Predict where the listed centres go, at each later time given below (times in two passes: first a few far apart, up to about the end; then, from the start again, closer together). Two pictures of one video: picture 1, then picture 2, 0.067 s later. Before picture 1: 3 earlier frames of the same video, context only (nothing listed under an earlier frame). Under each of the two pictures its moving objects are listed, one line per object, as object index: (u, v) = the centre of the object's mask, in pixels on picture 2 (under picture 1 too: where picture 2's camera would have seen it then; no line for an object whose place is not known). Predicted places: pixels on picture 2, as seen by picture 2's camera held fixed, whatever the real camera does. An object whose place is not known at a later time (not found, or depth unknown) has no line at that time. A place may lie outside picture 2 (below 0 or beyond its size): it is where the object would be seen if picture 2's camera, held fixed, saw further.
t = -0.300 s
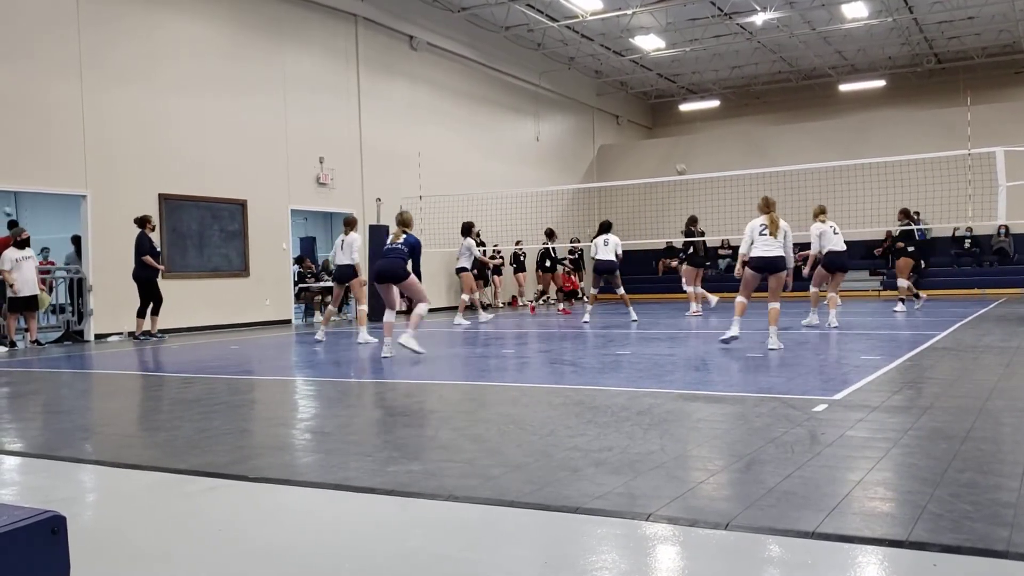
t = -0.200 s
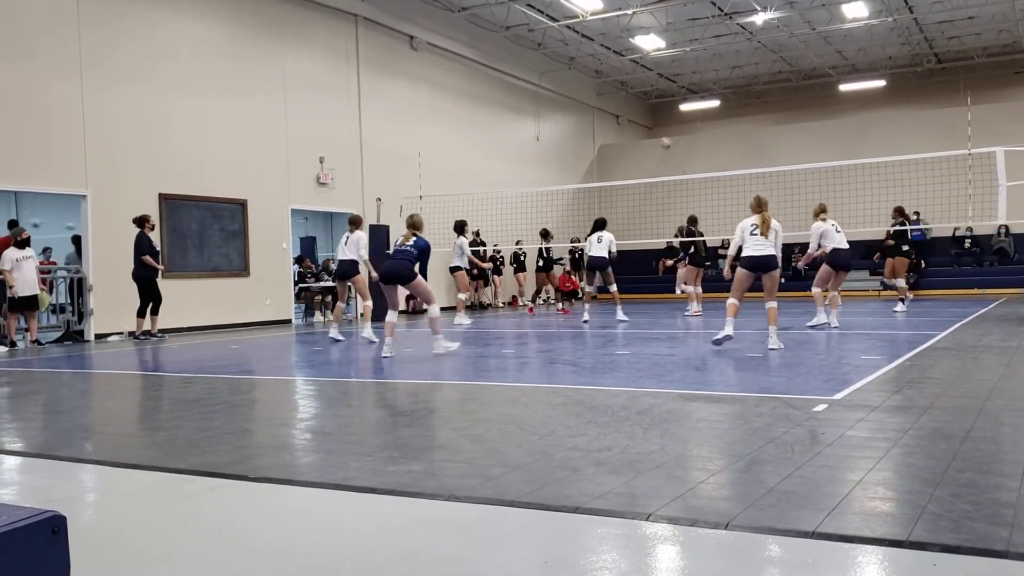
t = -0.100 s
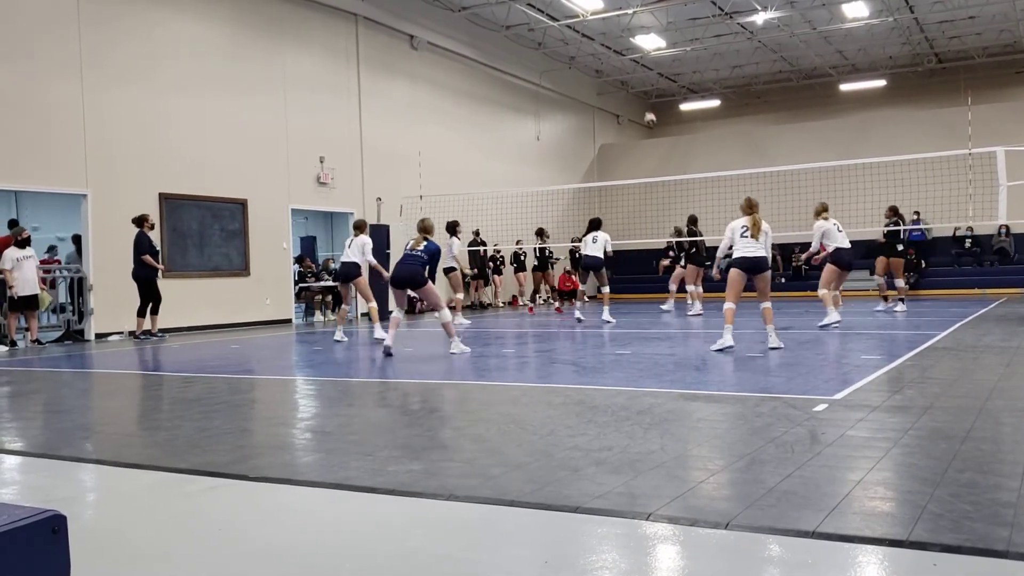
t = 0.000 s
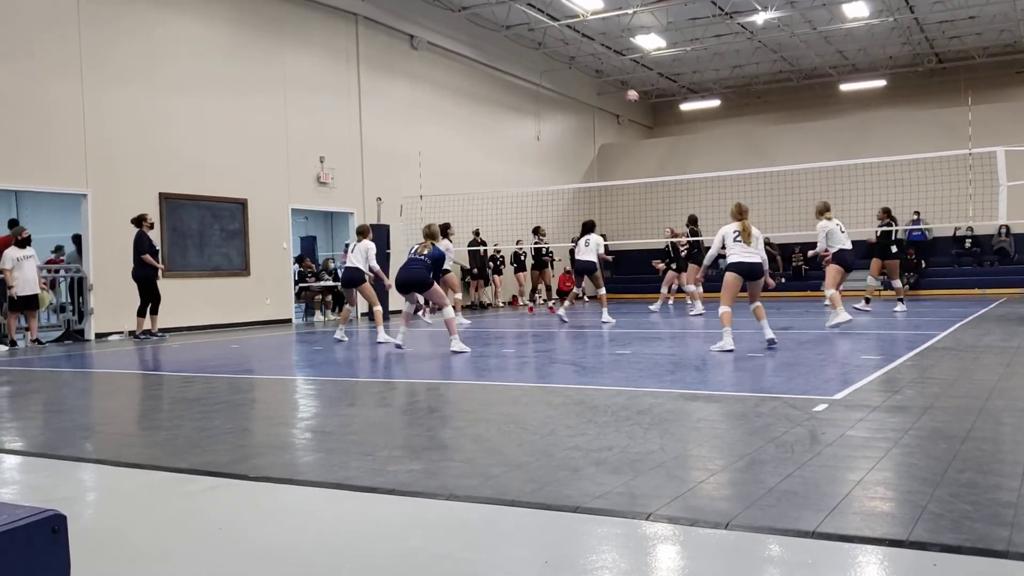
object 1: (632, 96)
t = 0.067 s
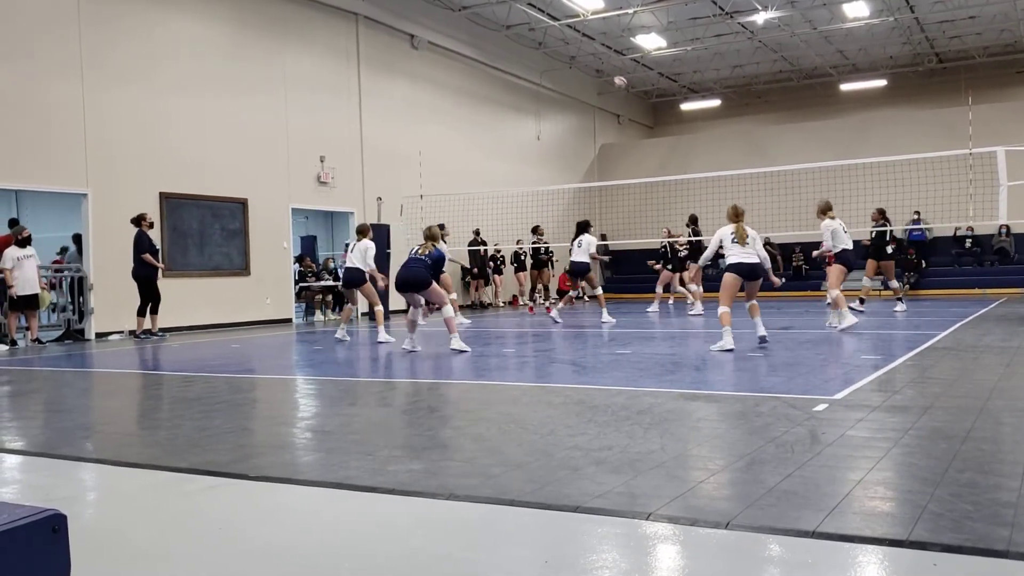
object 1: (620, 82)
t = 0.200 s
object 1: (592, 61)
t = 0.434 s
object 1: (538, 47)
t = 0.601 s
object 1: (493, 61)
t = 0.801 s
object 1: (423, 118)
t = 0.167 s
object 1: (599, 66)
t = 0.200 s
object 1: (592, 61)
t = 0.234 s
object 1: (585, 58)
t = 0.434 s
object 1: (538, 47)
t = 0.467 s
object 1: (530, 48)
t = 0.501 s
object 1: (521, 50)
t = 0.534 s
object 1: (512, 53)
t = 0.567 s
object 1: (502, 57)
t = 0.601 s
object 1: (493, 61)
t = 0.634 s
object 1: (482, 68)
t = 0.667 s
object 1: (471, 75)
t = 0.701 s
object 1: (461, 83)
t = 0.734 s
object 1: (450, 93)
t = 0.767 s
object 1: (437, 105)
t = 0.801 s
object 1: (423, 118)
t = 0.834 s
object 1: (410, 135)
